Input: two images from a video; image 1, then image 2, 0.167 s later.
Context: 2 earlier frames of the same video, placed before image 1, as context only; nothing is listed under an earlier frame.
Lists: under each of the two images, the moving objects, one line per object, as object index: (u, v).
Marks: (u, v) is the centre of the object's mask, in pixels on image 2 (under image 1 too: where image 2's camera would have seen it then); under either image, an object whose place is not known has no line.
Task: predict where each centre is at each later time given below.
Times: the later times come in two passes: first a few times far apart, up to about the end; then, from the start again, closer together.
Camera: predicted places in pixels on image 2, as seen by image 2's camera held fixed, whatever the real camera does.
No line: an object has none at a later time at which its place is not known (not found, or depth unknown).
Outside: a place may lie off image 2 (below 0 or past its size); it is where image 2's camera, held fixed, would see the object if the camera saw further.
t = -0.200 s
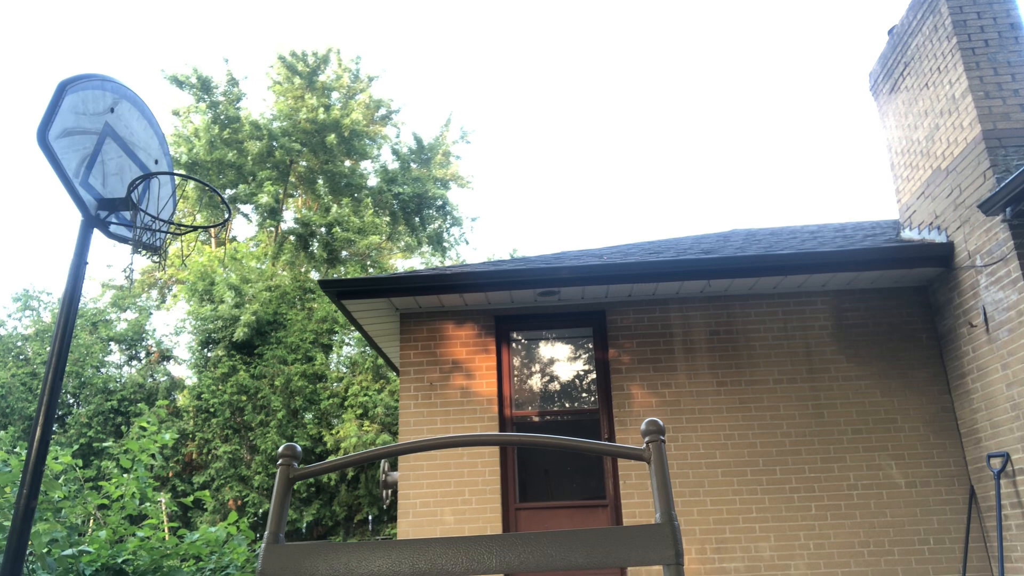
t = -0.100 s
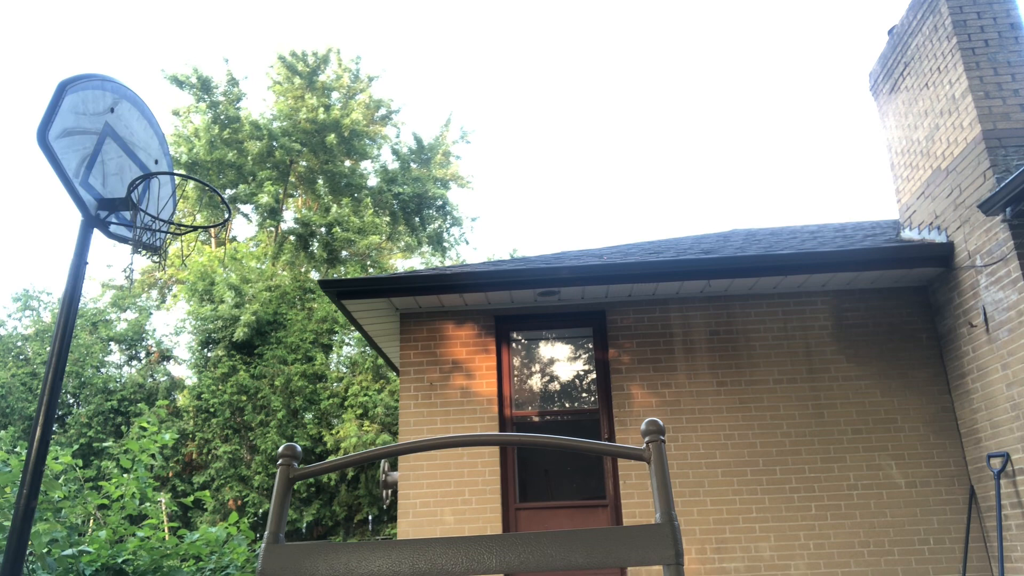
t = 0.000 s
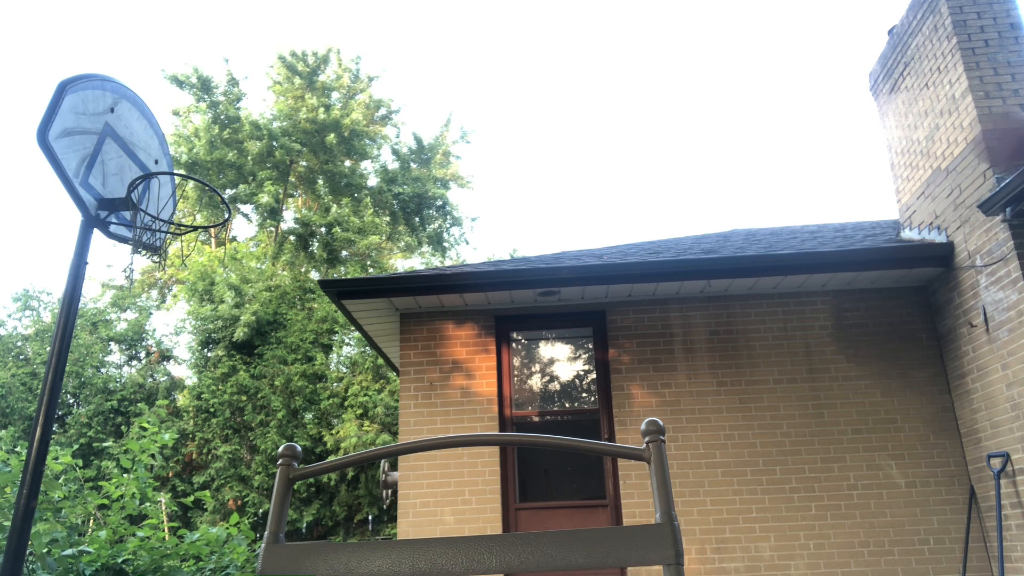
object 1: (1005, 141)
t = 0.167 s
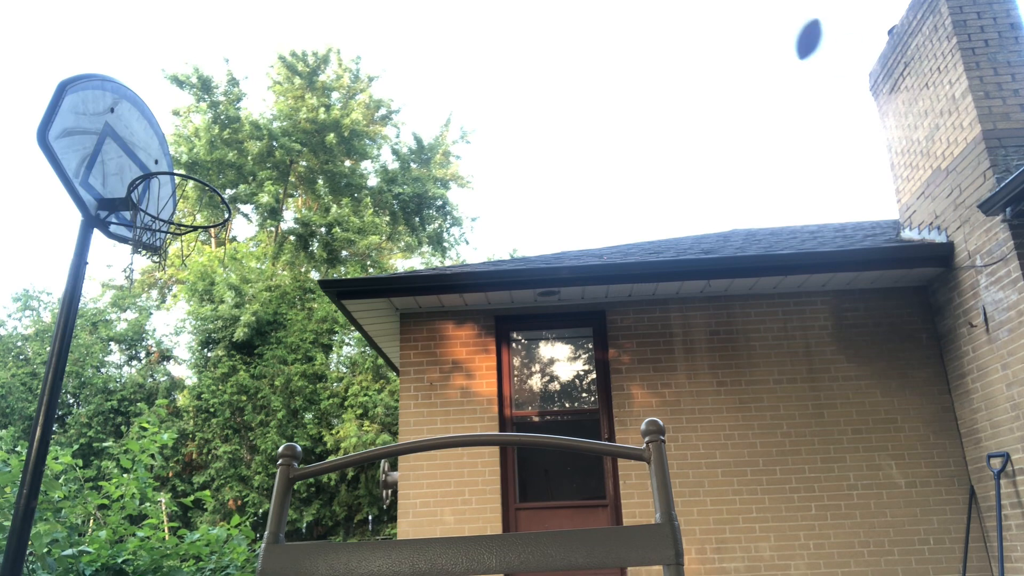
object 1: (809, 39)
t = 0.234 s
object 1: (739, 17)
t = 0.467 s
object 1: (531, 9)
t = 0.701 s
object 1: (342, 70)
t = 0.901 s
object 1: (180, 200)
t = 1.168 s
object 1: (90, 469)
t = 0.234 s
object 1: (739, 17)
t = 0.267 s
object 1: (706, 13)
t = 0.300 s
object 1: (674, 10)
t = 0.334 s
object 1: (644, 8)
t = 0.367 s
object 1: (614, 7)
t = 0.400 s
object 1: (586, 7)
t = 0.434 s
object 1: (558, 8)
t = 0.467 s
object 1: (531, 9)
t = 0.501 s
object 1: (503, 11)
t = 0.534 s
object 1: (476, 15)
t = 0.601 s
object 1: (422, 30)
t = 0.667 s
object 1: (369, 56)
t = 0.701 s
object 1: (342, 70)
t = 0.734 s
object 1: (316, 87)
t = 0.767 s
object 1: (290, 105)
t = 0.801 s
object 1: (263, 128)
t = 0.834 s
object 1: (235, 149)
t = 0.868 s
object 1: (210, 170)
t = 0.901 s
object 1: (180, 200)
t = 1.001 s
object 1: (128, 289)
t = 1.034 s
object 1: (112, 325)
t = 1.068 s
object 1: (92, 358)
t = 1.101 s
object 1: (88, 397)
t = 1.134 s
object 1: (90, 431)
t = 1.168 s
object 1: (90, 469)
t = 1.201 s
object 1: (89, 510)
